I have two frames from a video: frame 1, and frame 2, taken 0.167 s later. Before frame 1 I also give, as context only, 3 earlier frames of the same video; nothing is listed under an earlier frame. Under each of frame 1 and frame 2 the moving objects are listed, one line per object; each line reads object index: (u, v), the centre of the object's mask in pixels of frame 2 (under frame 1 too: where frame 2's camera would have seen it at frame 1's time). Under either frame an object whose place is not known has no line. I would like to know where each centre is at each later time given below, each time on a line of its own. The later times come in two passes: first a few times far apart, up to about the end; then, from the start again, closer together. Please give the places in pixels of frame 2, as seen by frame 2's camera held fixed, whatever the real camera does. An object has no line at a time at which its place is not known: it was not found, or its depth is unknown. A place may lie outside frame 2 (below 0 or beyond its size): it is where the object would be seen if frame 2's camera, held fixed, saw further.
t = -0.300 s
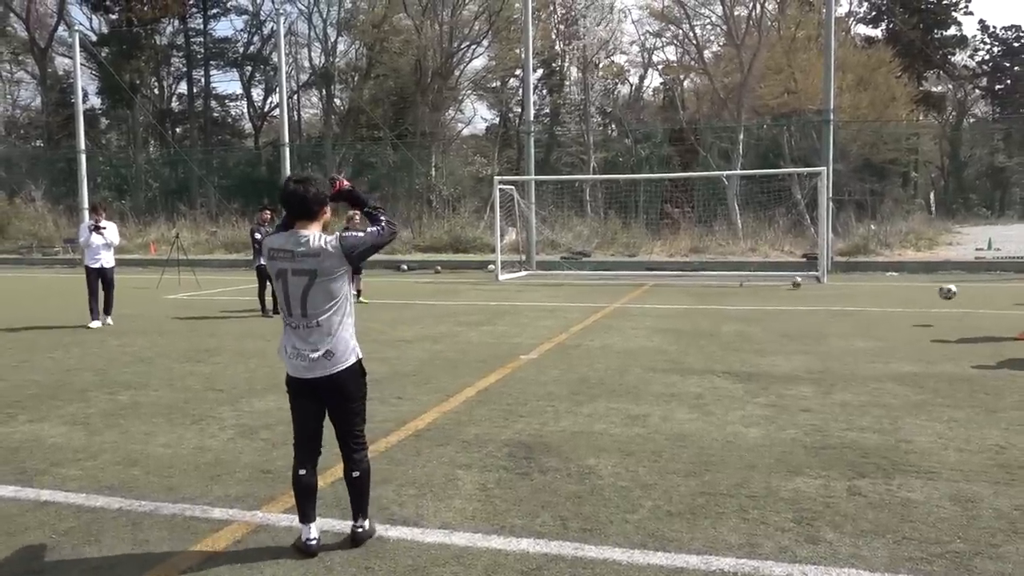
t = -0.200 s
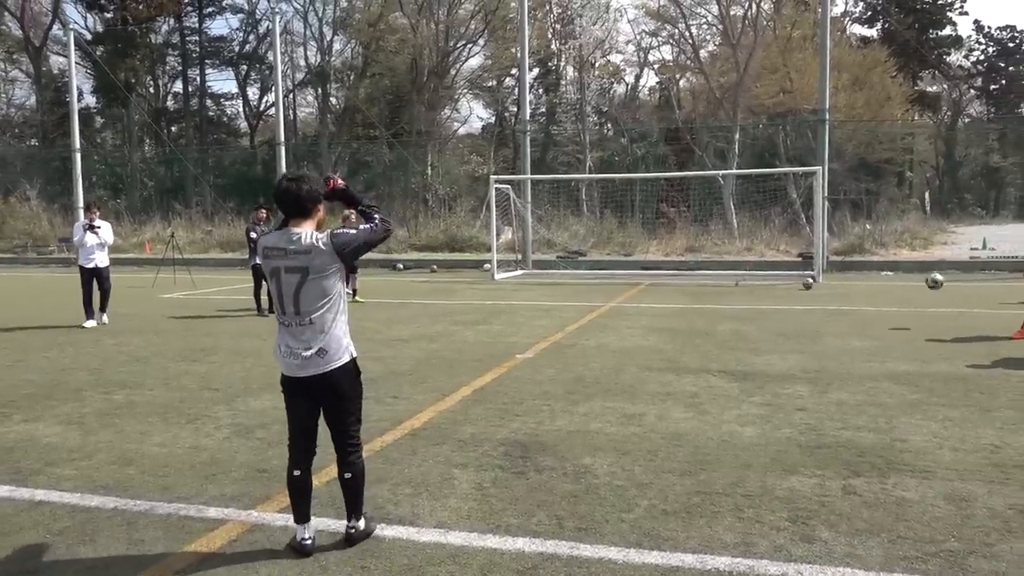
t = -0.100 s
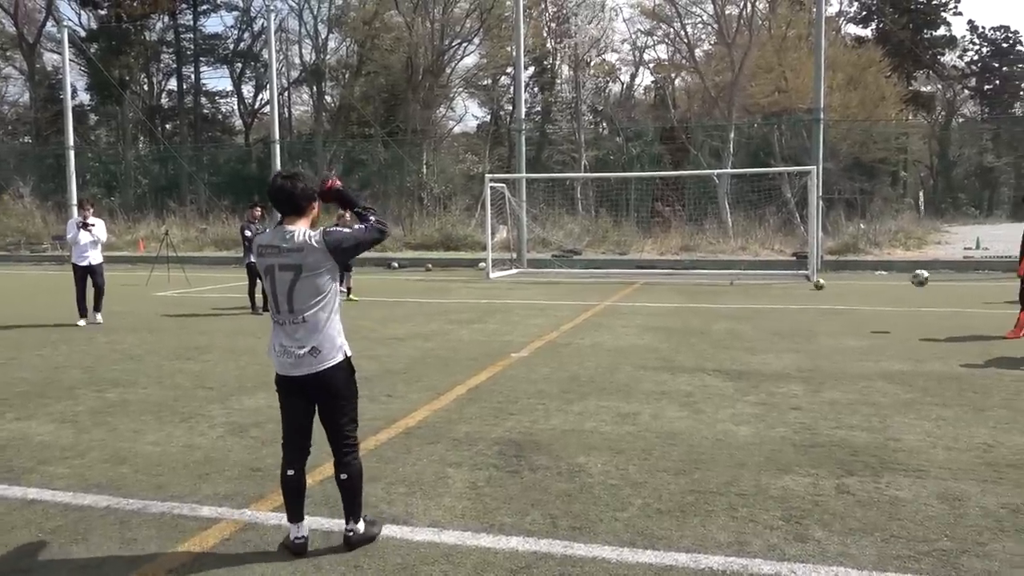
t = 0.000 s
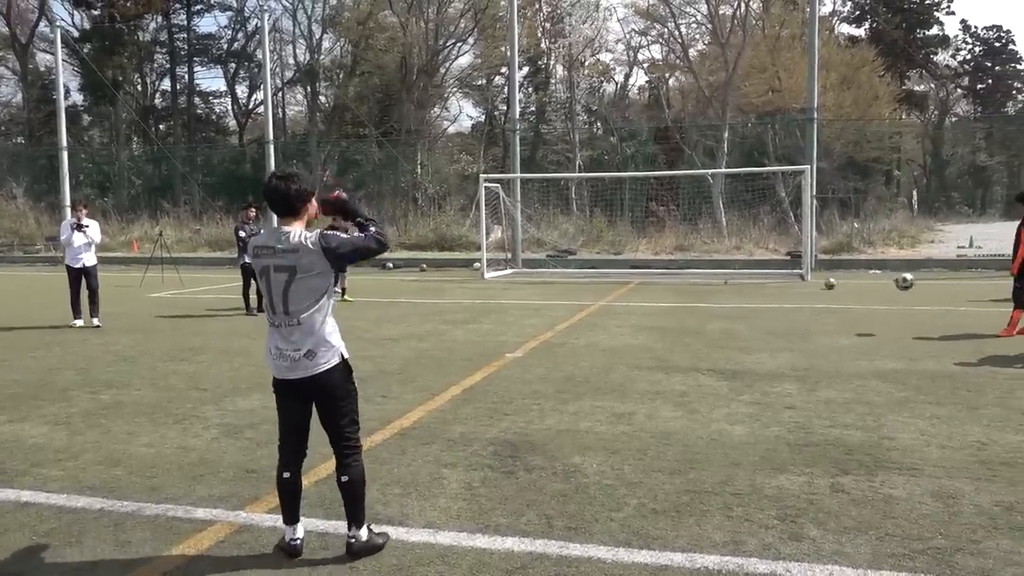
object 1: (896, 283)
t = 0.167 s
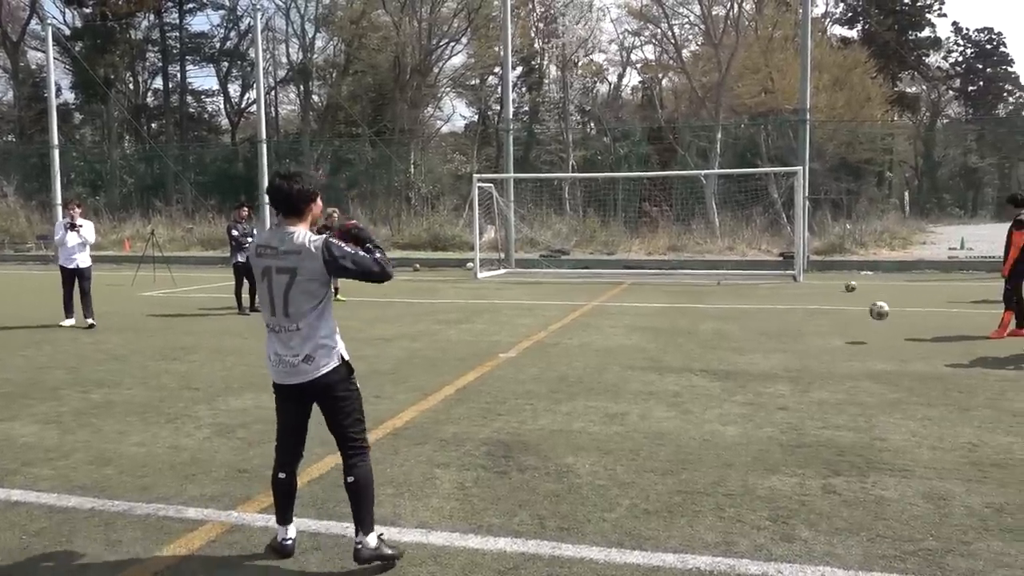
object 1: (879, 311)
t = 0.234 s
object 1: (871, 329)
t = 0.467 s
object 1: (833, 315)
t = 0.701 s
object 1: (785, 336)
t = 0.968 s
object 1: (719, 355)
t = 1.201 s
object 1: (650, 394)
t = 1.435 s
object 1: (567, 409)
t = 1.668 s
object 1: (461, 438)
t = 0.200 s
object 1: (875, 319)
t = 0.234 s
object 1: (871, 329)
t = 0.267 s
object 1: (867, 336)
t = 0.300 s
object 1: (862, 331)
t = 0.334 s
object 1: (856, 326)
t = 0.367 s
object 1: (851, 322)
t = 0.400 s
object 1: (845, 318)
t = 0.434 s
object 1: (839, 317)
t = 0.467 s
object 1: (833, 315)
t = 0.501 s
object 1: (826, 315)
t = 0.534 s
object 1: (819, 315)
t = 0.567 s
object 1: (813, 317)
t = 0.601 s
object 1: (807, 320)
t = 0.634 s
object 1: (799, 324)
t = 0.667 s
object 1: (792, 329)
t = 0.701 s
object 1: (785, 336)
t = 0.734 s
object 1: (776, 344)
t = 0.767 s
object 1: (769, 354)
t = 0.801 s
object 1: (760, 364)
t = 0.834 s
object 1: (752, 363)
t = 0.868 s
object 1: (744, 360)
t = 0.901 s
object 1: (737, 358)
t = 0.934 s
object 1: (728, 355)
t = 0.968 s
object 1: (719, 355)
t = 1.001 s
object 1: (710, 356)
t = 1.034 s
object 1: (701, 359)
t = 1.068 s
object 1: (691, 363)
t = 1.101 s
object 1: (681, 368)
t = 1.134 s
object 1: (671, 375)
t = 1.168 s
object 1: (661, 383)
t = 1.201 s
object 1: (650, 394)
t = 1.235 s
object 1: (639, 396)
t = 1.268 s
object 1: (628, 393)
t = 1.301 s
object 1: (617, 393)
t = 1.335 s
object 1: (605, 395)
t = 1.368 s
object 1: (593, 398)
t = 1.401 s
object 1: (579, 402)
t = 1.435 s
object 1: (567, 409)
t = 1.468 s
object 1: (552, 416)
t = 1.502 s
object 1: (541, 425)
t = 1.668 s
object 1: (461, 438)
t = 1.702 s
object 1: (444, 446)
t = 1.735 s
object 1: (427, 455)
